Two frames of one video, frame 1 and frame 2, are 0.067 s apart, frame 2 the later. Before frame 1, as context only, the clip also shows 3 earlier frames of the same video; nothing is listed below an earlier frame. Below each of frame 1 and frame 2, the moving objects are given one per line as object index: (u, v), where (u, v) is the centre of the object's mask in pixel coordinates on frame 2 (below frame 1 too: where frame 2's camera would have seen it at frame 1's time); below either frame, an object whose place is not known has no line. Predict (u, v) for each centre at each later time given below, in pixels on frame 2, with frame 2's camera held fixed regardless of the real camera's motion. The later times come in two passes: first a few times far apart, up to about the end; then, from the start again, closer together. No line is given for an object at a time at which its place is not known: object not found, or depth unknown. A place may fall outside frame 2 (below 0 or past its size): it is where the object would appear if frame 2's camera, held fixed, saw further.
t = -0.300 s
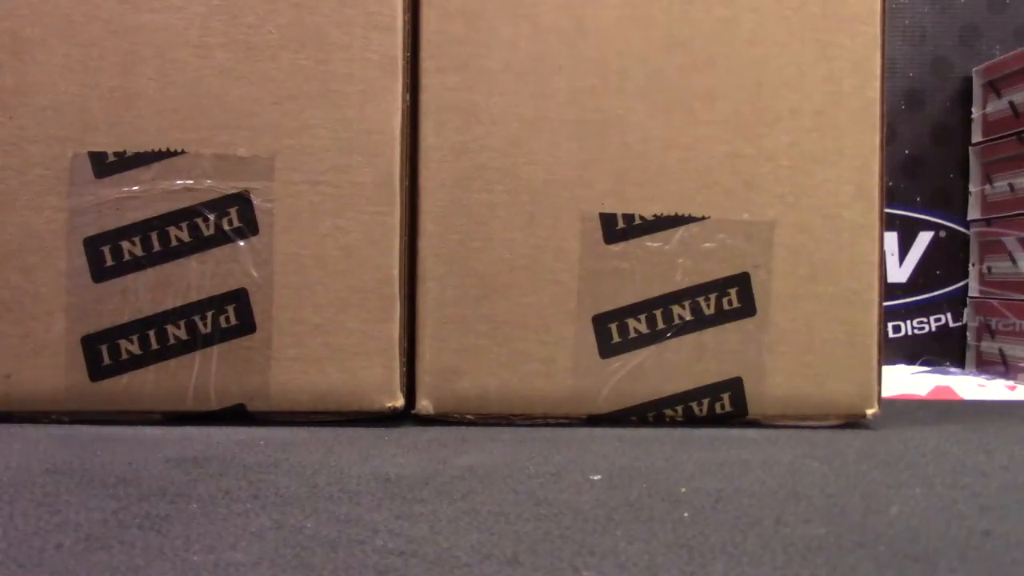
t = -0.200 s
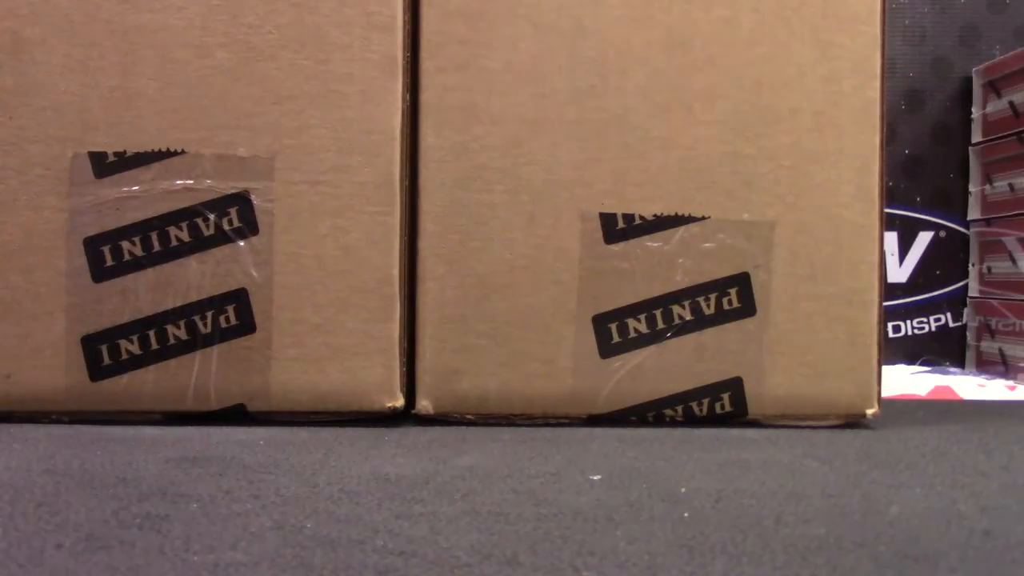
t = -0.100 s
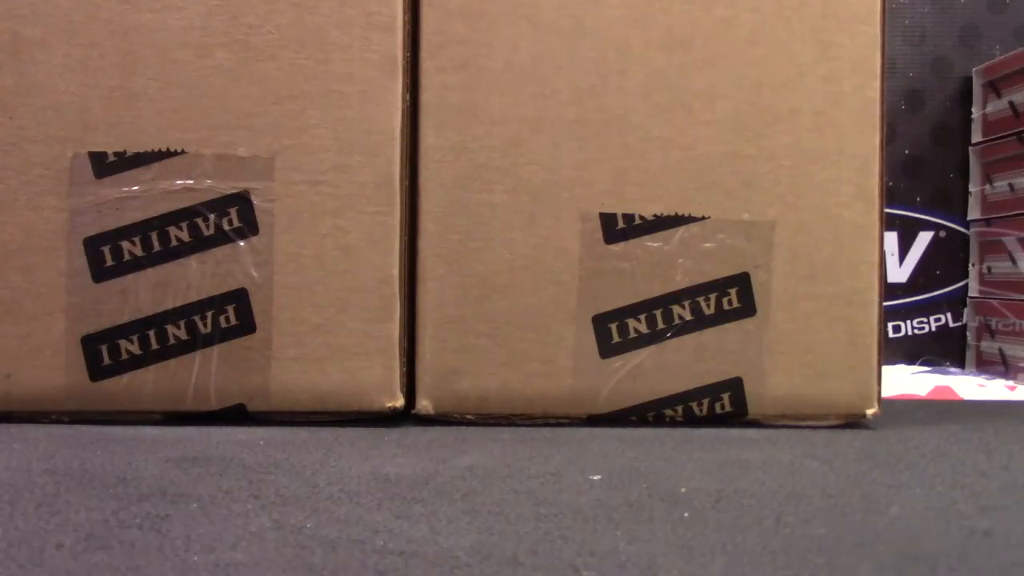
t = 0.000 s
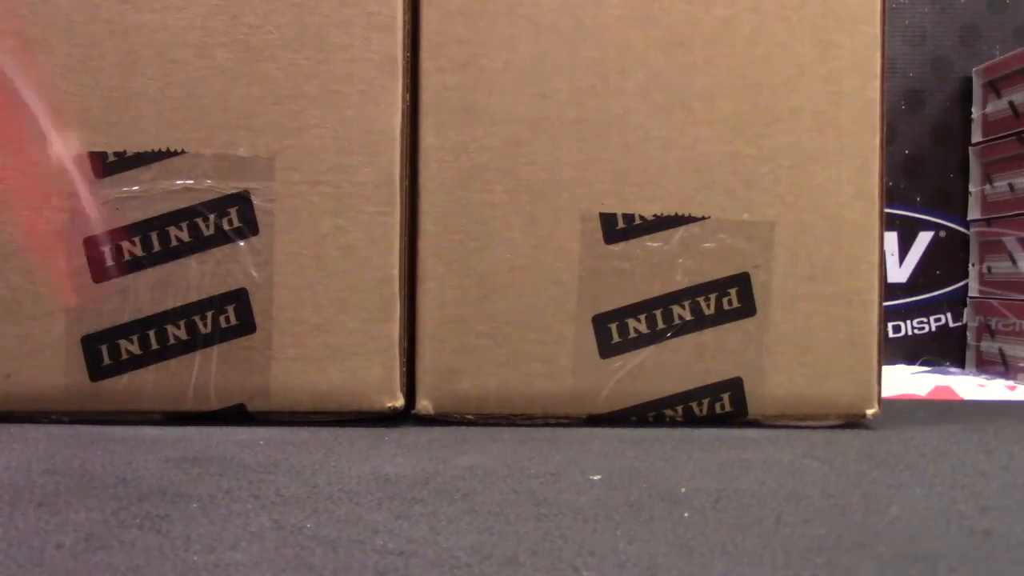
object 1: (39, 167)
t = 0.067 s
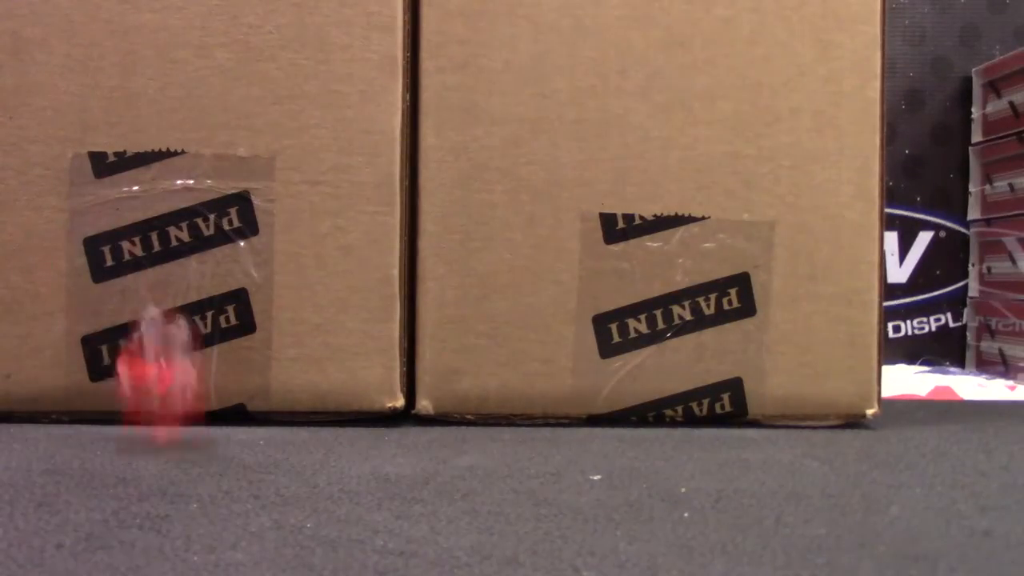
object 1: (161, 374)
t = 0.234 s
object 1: (25, 412)
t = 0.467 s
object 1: (23, 435)
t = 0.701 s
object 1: (23, 436)
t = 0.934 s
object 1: (23, 435)
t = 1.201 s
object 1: (23, 435)
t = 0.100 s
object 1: (144, 324)
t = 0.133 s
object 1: (108, 331)
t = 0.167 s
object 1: (70, 372)
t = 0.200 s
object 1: (39, 411)
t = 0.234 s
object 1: (25, 412)
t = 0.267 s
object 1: (23, 414)
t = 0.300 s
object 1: (17, 430)
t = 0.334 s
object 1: (11, 429)
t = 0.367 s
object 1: (17, 434)
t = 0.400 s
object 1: (22, 435)
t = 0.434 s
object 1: (22, 435)
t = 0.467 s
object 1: (23, 435)
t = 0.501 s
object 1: (23, 435)
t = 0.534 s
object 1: (23, 435)
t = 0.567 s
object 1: (23, 435)
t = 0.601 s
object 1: (23, 435)
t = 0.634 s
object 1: (23, 435)
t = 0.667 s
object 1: (23, 436)
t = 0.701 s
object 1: (23, 436)
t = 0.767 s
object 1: (23, 435)
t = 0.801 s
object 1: (23, 435)
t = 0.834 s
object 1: (23, 435)
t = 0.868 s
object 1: (23, 435)
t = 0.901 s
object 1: (23, 435)
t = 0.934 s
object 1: (23, 435)
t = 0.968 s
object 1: (23, 435)
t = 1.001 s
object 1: (23, 435)
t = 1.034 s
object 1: (23, 435)
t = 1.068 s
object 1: (23, 435)
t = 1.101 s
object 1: (23, 435)
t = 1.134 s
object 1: (23, 435)
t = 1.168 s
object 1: (23, 435)
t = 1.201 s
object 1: (23, 435)
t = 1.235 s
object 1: (23, 435)
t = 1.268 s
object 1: (23, 435)
